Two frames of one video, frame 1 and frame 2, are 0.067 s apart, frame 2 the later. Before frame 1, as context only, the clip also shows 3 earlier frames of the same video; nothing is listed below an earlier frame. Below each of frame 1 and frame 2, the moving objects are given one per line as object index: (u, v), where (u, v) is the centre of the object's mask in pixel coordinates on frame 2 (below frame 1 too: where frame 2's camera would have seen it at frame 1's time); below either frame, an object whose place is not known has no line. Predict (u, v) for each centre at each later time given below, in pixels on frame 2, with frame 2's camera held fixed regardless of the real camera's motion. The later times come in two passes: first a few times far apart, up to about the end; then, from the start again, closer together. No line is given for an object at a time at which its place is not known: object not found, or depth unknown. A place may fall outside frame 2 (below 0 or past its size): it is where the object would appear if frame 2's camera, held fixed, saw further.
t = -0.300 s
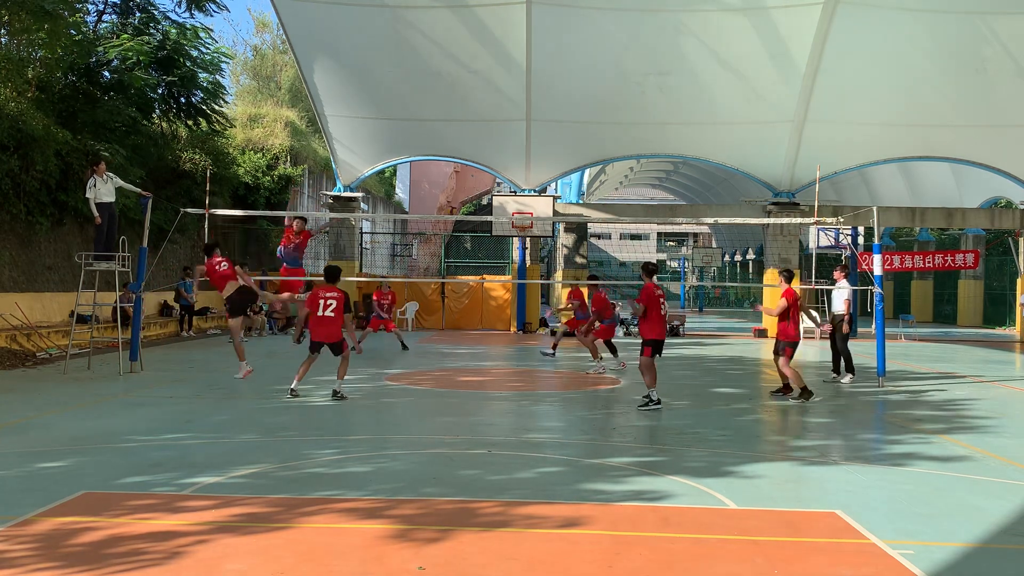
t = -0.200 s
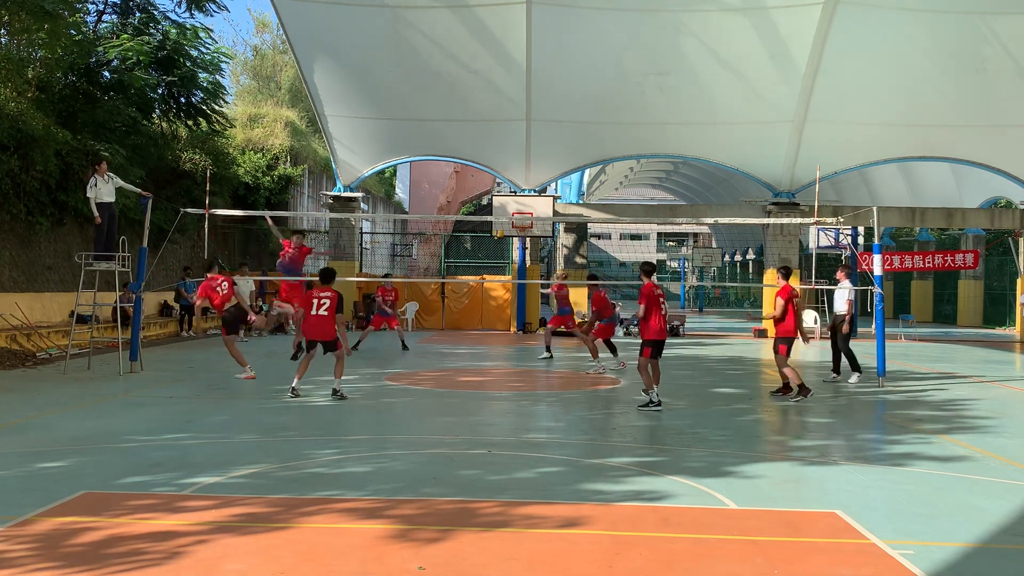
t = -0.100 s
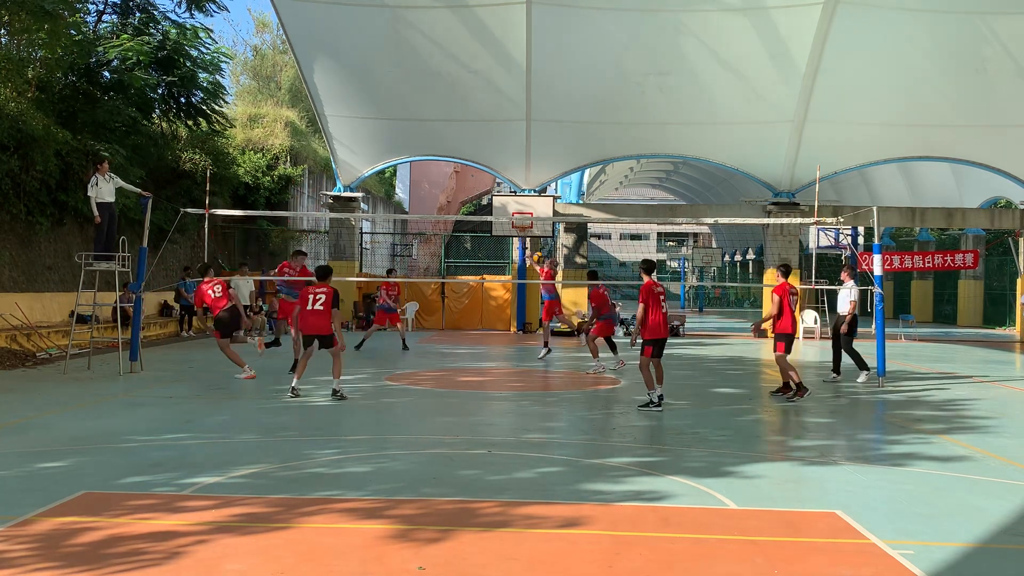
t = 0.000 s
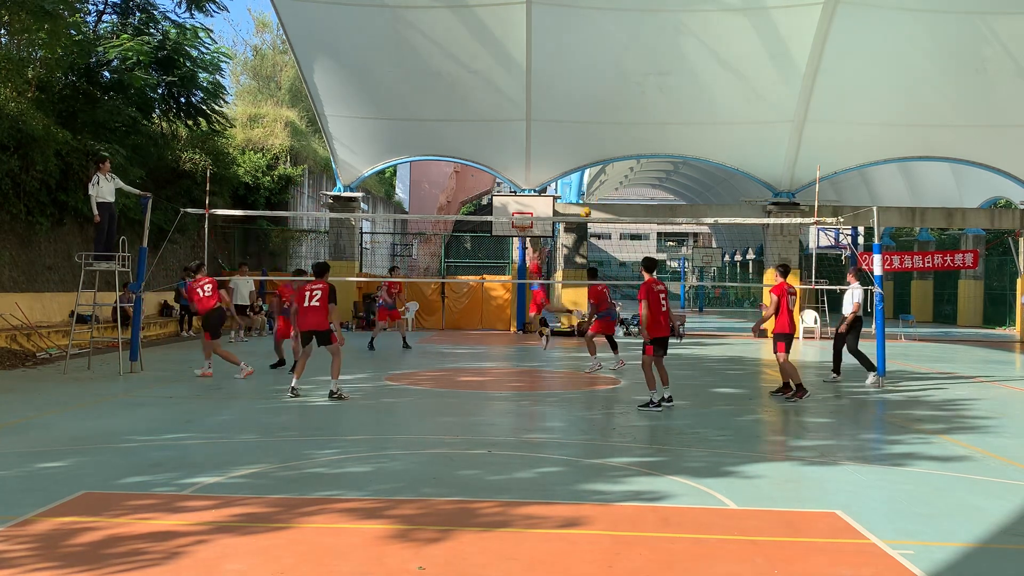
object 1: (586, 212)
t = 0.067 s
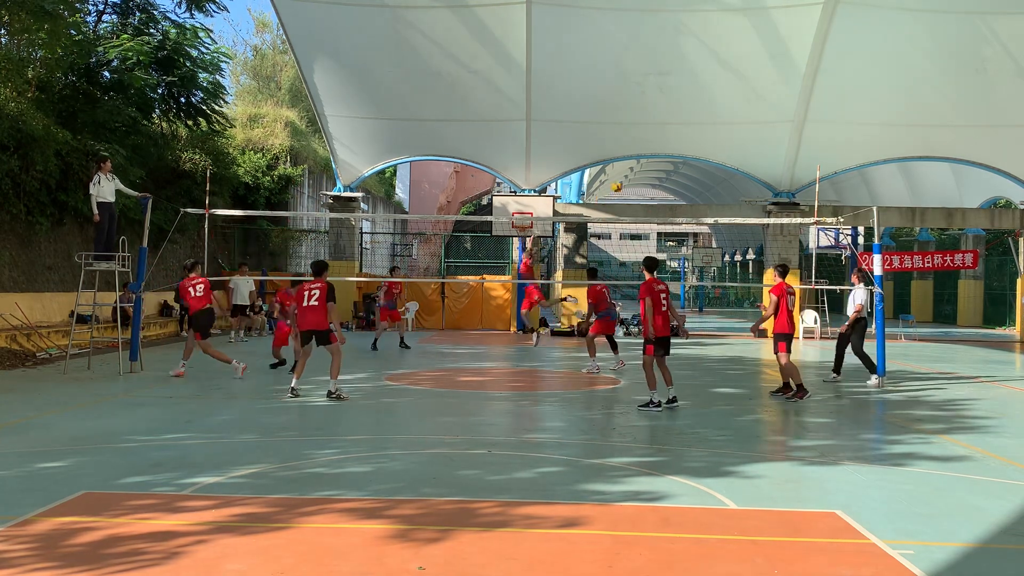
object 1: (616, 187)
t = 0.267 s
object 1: (707, 131)
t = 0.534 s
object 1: (817, 99)
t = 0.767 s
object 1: (902, 106)
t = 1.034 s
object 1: (990, 149)
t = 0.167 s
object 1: (662, 155)
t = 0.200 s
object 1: (677, 146)
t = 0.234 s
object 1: (693, 138)
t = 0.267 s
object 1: (707, 131)
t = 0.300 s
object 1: (721, 124)
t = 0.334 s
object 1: (735, 118)
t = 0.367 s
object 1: (750, 113)
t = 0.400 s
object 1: (763, 109)
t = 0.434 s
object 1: (777, 105)
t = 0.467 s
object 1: (791, 102)
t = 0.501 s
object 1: (804, 100)
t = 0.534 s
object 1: (817, 99)
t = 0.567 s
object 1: (830, 98)
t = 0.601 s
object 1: (843, 98)
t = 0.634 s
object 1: (855, 98)
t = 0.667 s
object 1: (867, 99)
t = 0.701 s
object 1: (879, 101)
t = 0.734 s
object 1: (891, 103)
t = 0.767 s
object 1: (902, 106)
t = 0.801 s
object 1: (914, 110)
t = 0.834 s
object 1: (926, 114)
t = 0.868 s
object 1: (937, 119)
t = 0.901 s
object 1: (948, 124)
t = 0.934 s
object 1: (959, 129)
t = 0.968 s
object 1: (969, 136)
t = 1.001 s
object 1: (979, 142)
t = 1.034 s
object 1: (990, 149)
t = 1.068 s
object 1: (999, 157)
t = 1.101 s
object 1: (1010, 165)
